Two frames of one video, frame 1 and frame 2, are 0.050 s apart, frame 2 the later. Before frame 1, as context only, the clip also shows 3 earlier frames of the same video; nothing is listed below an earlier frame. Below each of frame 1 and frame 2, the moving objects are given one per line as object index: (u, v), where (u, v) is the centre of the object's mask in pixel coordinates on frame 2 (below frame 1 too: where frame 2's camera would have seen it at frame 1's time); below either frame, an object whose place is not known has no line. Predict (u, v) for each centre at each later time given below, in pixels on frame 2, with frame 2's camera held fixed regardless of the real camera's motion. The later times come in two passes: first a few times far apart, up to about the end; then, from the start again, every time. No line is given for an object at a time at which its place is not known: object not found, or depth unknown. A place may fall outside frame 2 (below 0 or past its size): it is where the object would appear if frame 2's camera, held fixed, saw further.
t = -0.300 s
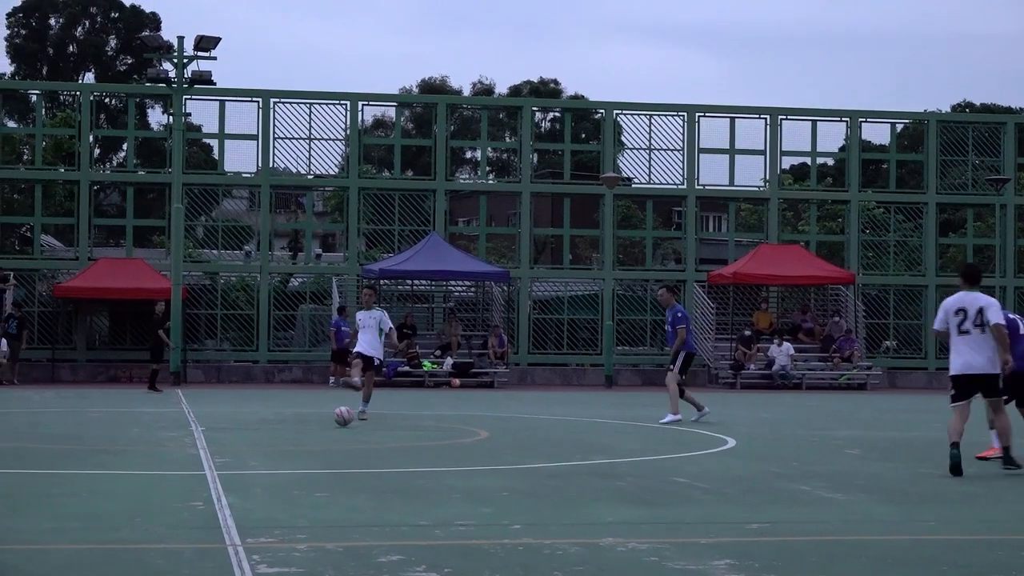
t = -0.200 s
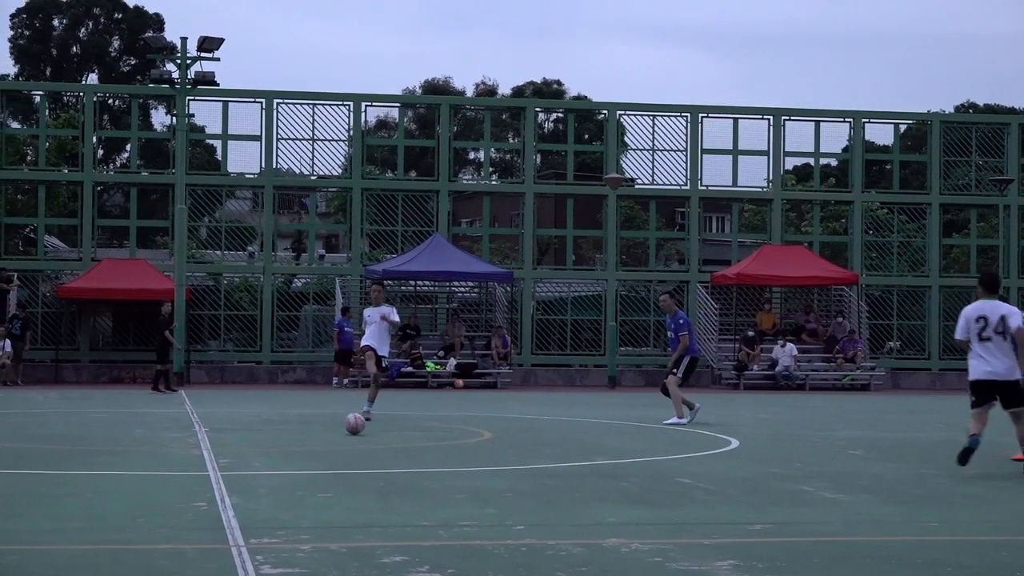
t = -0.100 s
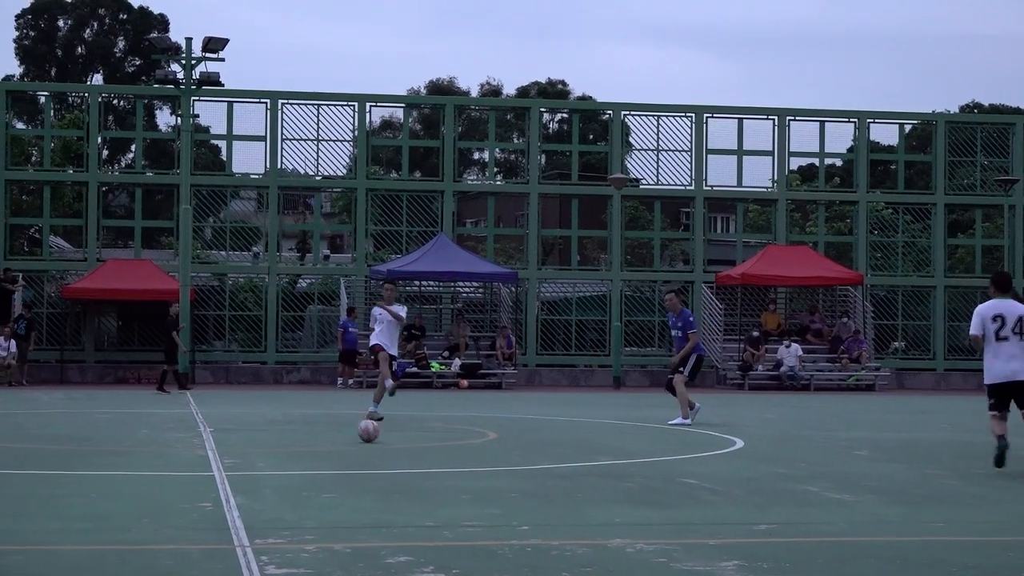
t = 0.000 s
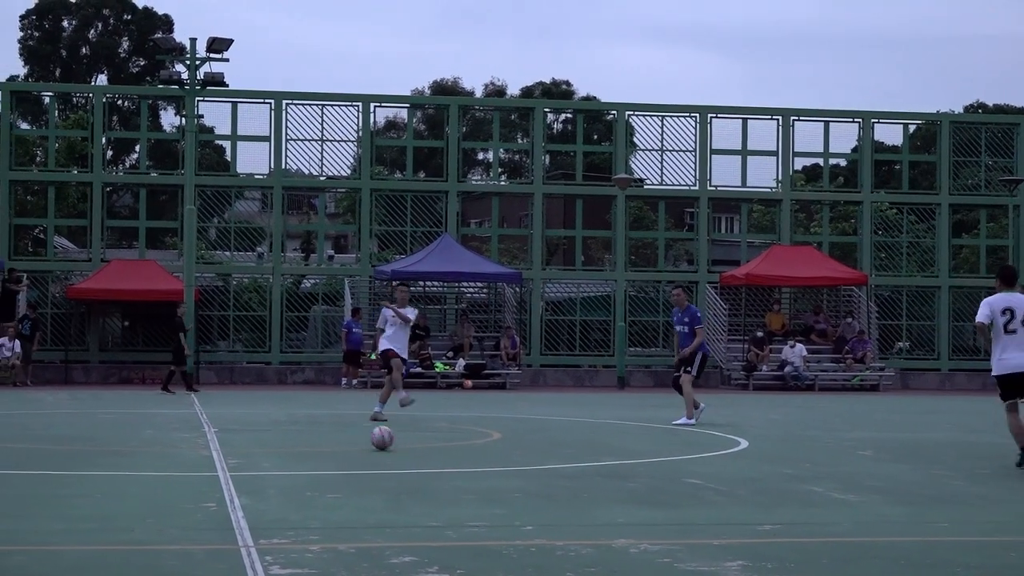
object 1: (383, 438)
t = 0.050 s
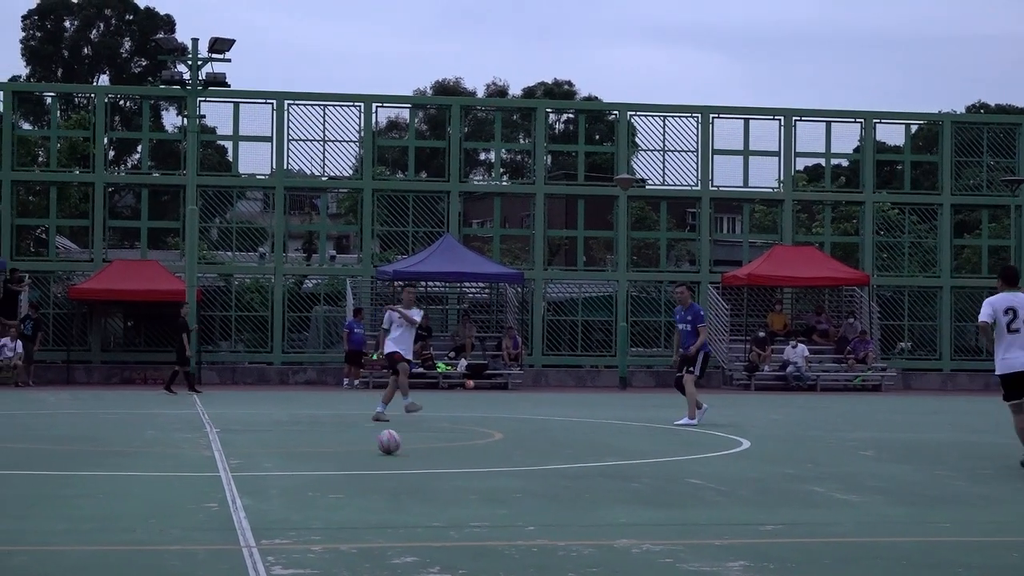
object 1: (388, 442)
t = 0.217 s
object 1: (405, 451)
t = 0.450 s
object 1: (432, 470)
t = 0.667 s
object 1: (463, 491)
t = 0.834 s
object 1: (492, 511)
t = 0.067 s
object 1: (389, 443)
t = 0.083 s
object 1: (390, 445)
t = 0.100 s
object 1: (391, 445)
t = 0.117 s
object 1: (392, 446)
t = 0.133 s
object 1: (396, 447)
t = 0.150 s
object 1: (398, 448)
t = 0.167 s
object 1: (400, 450)
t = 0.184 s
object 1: (401, 451)
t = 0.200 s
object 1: (401, 451)
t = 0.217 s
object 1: (405, 451)
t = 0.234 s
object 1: (407, 452)
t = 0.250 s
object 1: (409, 453)
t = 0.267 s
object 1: (411, 454)
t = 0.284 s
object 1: (413, 456)
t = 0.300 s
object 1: (415, 459)
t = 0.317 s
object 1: (417, 460)
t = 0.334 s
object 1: (418, 460)
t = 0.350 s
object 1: (420, 461)
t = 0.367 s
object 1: (423, 461)
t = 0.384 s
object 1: (424, 463)
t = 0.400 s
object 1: (426, 464)
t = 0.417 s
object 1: (428, 466)
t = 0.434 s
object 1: (430, 469)
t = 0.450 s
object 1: (432, 470)
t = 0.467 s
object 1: (434, 471)
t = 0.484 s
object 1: (437, 472)
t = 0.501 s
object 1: (439, 474)
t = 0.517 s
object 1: (441, 476)
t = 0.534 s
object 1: (443, 478)
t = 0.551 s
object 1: (445, 479)
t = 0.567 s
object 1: (448, 481)
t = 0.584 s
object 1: (450, 482)
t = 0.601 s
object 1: (453, 484)
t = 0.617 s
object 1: (455, 486)
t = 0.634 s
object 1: (458, 488)
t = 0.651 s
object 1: (460, 489)
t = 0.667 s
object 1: (463, 491)
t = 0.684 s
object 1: (465, 493)
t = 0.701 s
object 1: (468, 495)
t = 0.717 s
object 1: (471, 497)
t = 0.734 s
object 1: (473, 499)
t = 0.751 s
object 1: (476, 501)
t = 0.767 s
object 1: (479, 504)
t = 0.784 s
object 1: (483, 506)
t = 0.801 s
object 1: (486, 507)
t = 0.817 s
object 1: (489, 509)
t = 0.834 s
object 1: (492, 511)
